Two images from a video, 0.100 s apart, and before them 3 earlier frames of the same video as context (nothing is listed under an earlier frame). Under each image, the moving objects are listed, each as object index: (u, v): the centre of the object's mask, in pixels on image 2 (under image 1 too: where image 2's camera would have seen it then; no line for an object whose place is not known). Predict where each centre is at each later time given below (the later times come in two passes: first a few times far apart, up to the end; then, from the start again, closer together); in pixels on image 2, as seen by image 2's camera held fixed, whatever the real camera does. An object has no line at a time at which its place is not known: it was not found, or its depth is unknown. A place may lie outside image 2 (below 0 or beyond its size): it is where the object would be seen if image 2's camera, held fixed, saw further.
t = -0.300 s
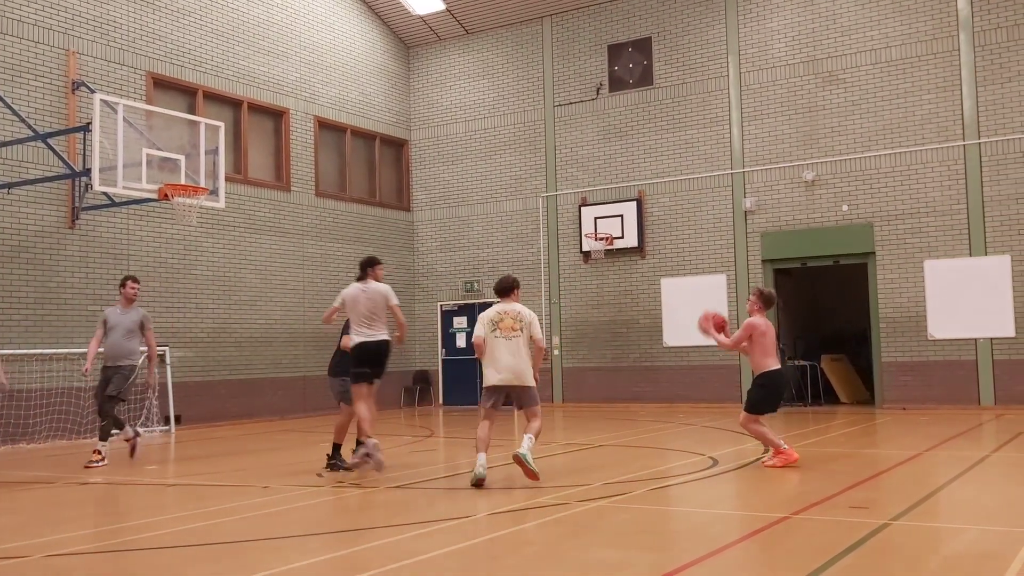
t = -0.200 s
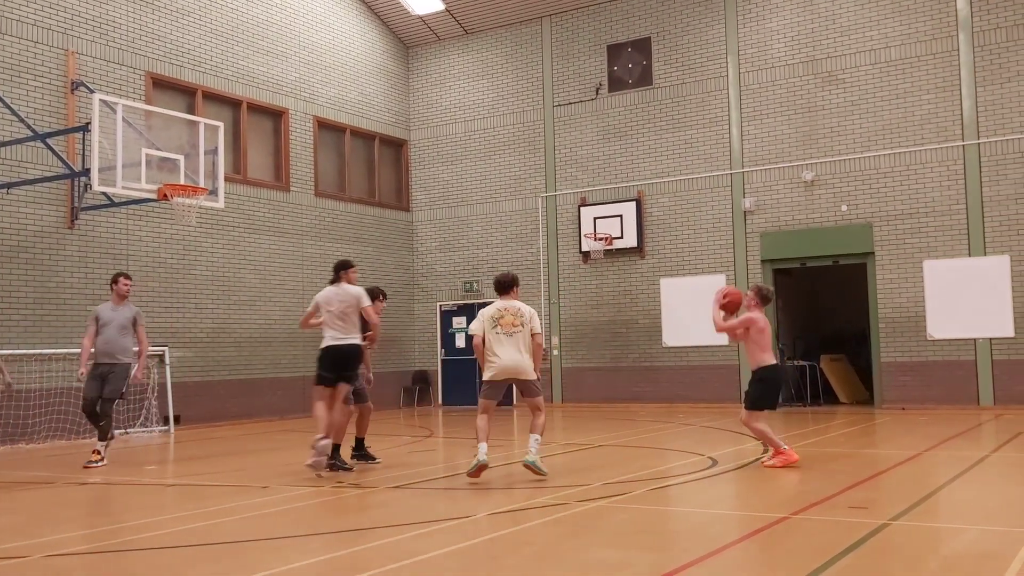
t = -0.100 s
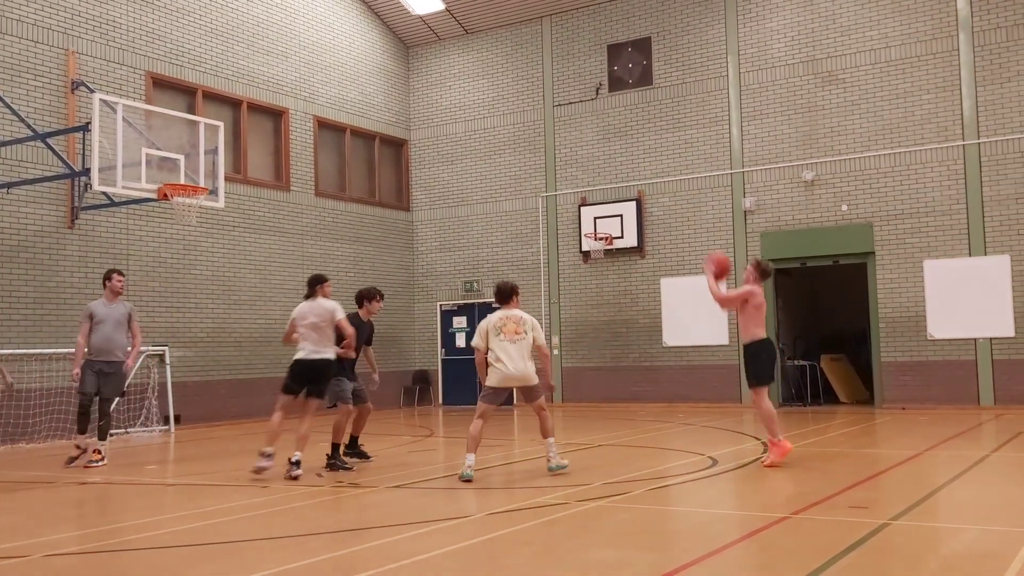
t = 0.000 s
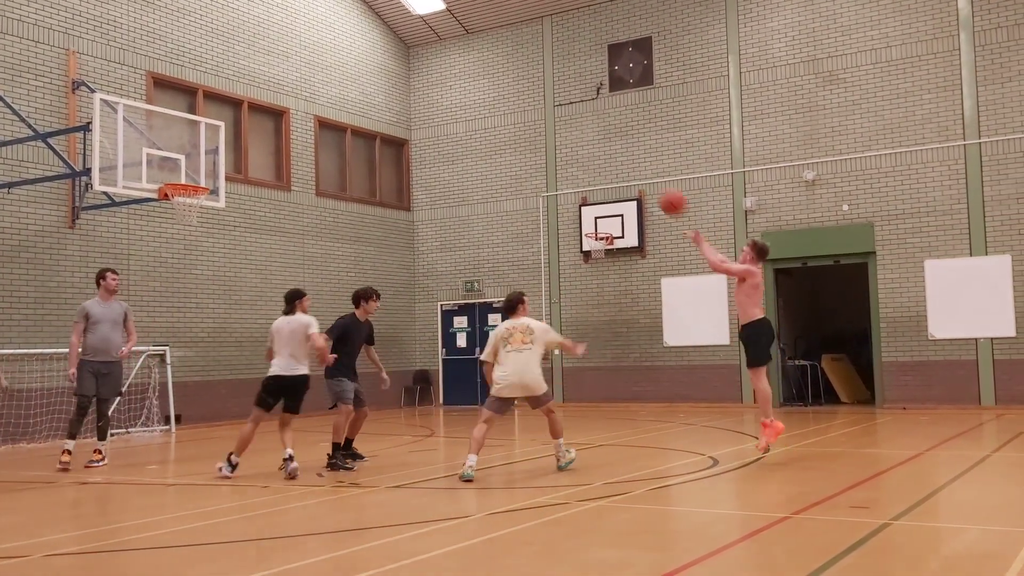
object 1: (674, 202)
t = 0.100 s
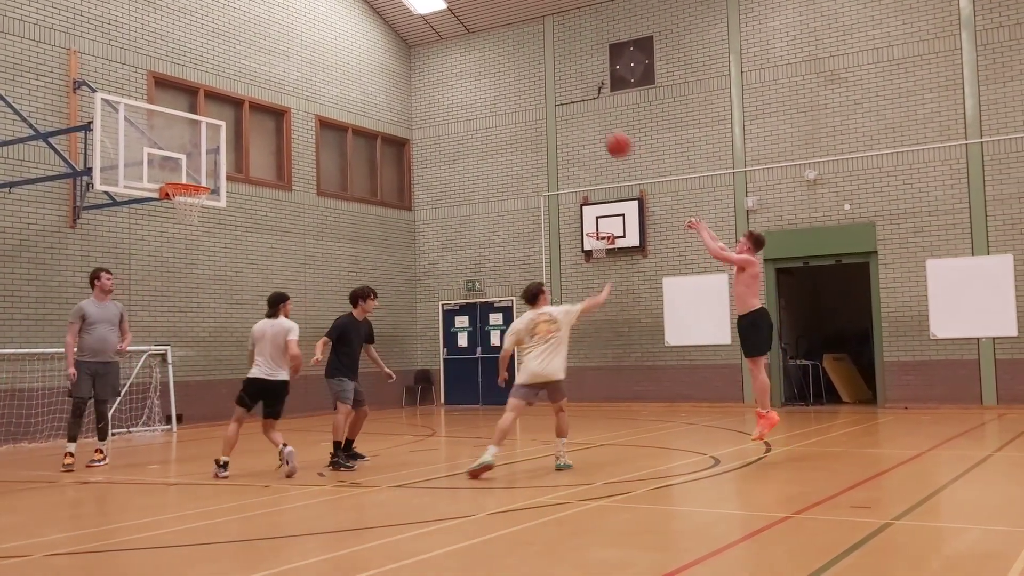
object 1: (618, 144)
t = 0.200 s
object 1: (566, 98)
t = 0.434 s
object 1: (455, 38)
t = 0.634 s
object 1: (371, 29)
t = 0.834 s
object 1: (293, 55)
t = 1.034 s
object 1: (222, 112)
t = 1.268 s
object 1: (193, 158)
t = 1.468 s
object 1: (249, 135)
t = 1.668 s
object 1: (301, 147)
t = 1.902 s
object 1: (361, 197)
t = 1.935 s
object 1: (369, 208)
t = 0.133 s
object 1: (601, 128)
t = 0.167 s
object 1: (583, 112)
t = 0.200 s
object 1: (566, 98)
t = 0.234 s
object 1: (549, 87)
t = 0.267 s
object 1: (532, 76)
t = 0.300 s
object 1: (517, 66)
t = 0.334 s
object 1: (501, 57)
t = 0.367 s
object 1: (485, 49)
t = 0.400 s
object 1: (470, 43)
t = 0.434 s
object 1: (455, 38)
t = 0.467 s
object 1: (440, 34)
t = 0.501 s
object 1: (426, 30)
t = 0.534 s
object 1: (411, 28)
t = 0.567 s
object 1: (398, 27)
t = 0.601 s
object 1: (384, 27)
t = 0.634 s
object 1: (371, 29)
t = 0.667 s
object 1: (357, 31)
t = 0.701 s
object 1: (343, 33)
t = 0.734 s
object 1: (330, 37)
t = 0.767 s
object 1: (318, 42)
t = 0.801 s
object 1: (305, 48)
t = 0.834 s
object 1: (293, 55)
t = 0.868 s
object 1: (280, 62)
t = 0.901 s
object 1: (268, 71)
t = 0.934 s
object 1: (256, 80)
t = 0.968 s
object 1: (243, 91)
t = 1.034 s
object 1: (222, 112)
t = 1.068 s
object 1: (209, 126)
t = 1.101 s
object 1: (198, 140)
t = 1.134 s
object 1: (188, 153)
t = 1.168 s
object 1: (176, 169)
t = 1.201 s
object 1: (174, 173)
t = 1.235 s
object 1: (184, 165)
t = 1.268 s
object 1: (193, 158)
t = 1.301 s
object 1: (204, 152)
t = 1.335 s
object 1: (212, 147)
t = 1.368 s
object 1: (222, 143)
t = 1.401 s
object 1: (231, 138)
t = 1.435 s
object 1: (240, 136)
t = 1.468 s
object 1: (249, 135)
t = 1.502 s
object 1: (258, 135)
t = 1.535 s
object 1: (267, 135)
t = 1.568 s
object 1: (275, 136)
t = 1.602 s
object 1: (284, 138)
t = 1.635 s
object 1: (293, 142)
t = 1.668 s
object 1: (301, 147)
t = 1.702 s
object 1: (311, 151)
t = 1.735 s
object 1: (319, 157)
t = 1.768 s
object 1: (328, 163)
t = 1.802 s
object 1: (336, 170)
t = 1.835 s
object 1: (344, 179)
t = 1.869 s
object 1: (352, 188)
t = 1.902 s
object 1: (361, 197)
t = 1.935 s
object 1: (369, 208)
